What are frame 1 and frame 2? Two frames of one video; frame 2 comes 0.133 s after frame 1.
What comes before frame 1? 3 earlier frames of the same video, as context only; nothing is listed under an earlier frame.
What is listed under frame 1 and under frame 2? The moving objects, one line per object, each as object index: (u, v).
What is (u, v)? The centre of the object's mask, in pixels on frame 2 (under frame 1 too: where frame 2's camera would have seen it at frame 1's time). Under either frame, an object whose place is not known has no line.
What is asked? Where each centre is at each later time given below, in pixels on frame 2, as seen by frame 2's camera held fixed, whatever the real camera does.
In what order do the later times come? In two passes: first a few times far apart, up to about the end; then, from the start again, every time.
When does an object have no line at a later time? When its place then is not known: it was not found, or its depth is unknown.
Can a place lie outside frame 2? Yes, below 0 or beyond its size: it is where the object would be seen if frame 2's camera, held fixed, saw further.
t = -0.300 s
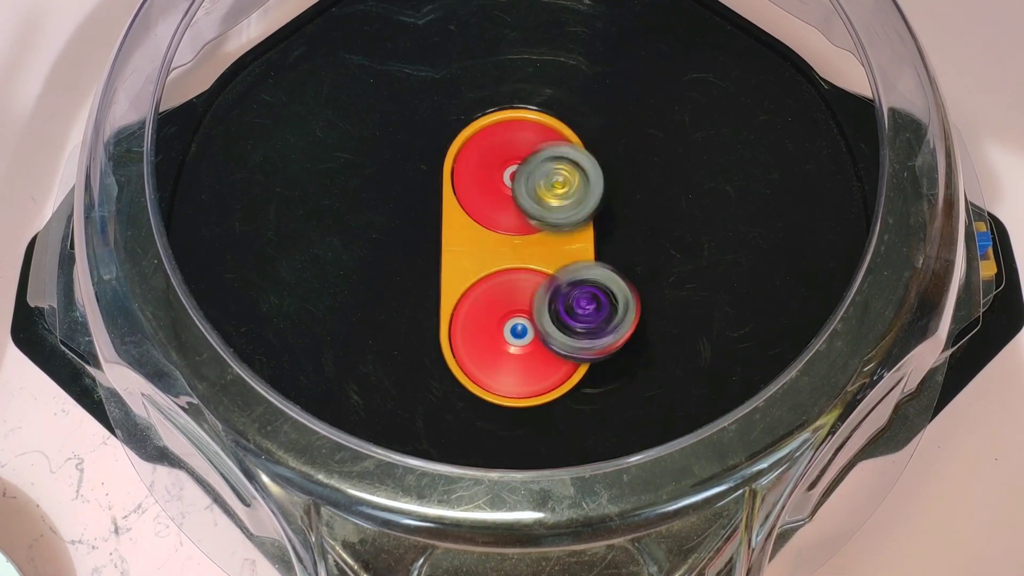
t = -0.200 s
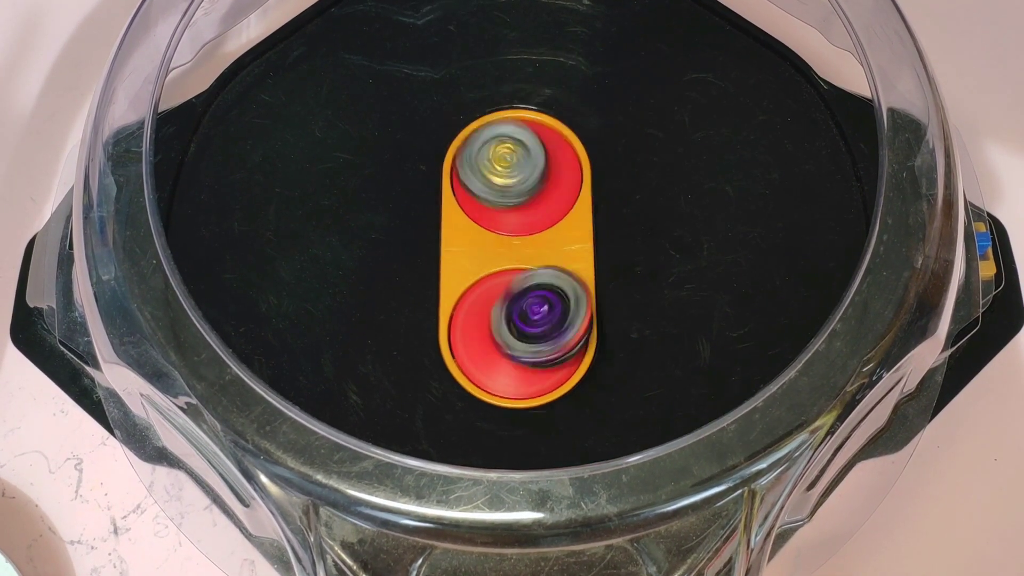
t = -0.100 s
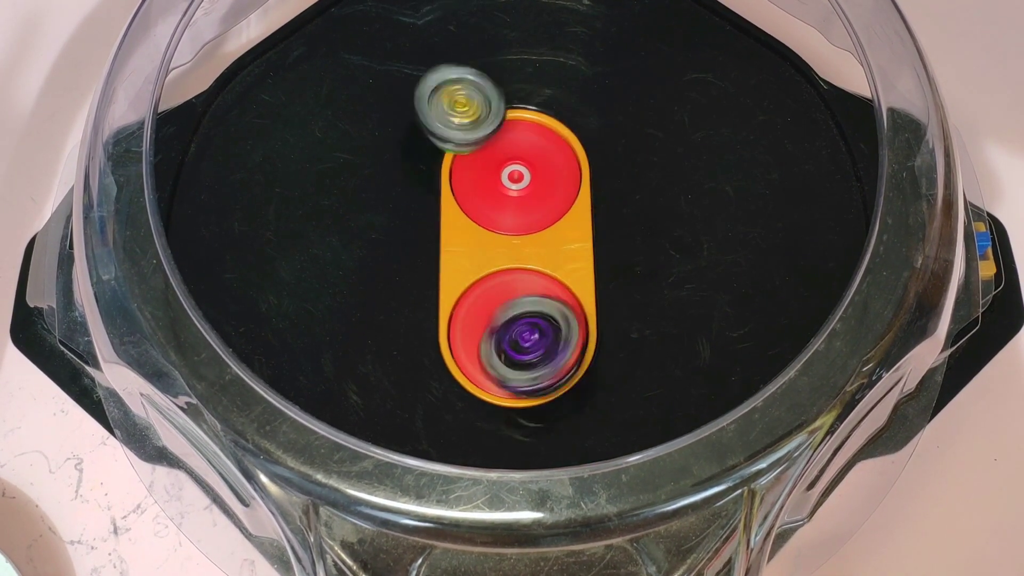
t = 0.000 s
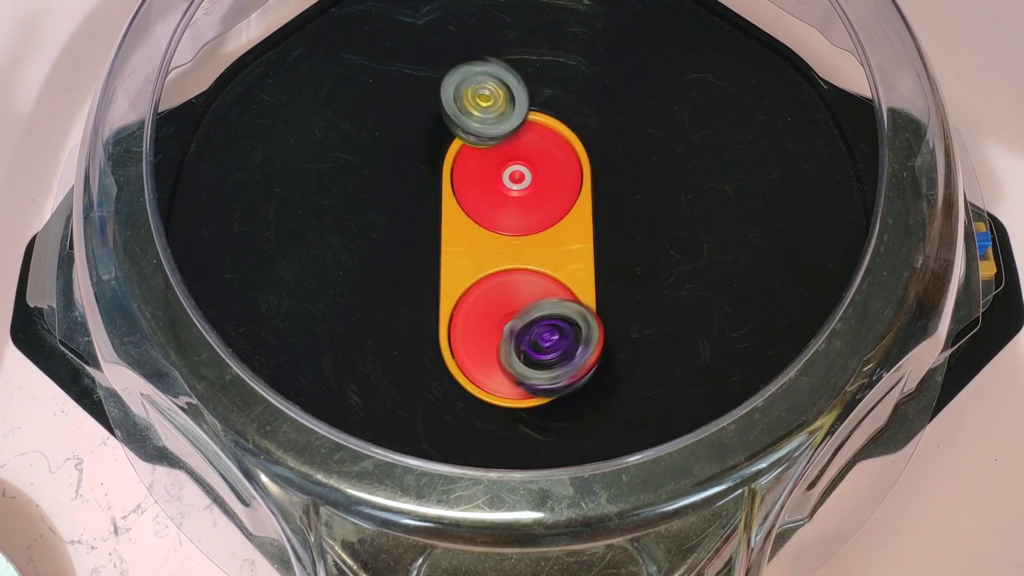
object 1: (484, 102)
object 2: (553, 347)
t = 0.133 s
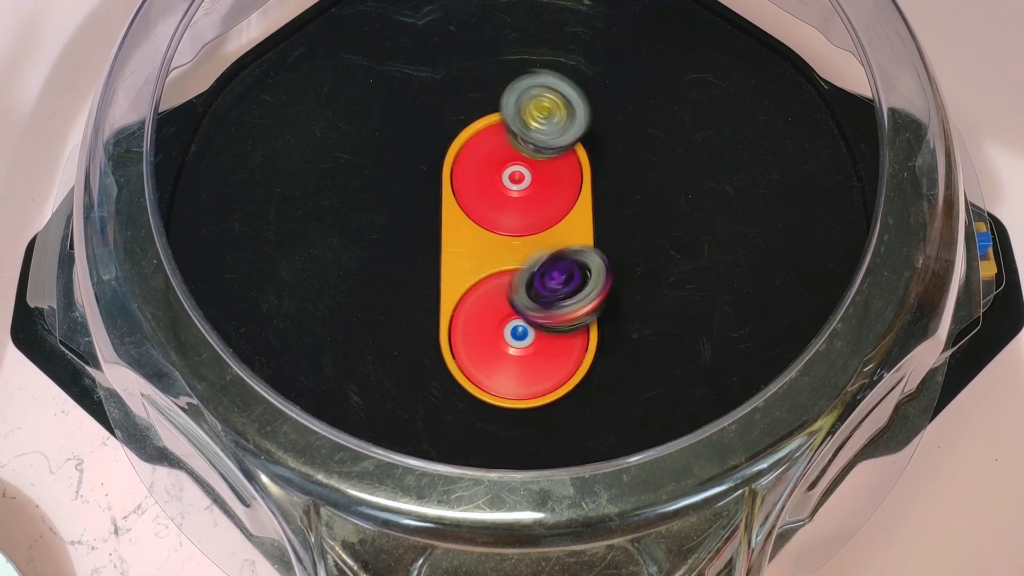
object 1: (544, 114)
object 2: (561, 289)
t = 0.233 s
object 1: (574, 123)
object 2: (510, 253)
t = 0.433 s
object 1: (548, 180)
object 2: (410, 318)
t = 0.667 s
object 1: (501, 217)
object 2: (404, 426)
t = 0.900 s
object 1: (479, 150)
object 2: (481, 435)
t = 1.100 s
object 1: (523, 105)
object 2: (517, 406)
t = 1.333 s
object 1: (556, 184)
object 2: (574, 273)
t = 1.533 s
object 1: (471, 108)
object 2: (478, 273)
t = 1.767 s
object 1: (539, 122)
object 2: (555, 363)
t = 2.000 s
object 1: (551, 154)
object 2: (556, 268)
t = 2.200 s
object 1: (493, 192)
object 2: (452, 356)
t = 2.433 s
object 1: (497, 104)
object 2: (485, 391)
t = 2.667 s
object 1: (571, 161)
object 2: (553, 338)
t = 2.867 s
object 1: (470, 202)
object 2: (586, 261)
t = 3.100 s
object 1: (474, 117)
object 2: (577, 242)
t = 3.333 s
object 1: (577, 146)
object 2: (571, 234)
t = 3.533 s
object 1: (554, 132)
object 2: (508, 314)
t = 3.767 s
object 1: (549, 187)
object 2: (550, 345)
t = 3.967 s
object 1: (467, 151)
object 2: (537, 266)
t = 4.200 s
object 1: (558, 97)
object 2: (490, 346)
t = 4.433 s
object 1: (556, 117)
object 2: (566, 303)
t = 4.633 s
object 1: (547, 179)
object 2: (478, 276)
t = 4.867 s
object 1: (509, 233)
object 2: (516, 366)
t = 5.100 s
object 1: (500, 199)
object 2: (556, 281)
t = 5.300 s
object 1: (470, 85)
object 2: (476, 265)
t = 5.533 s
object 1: (511, 89)
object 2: (483, 313)
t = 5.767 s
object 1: (568, 151)
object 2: (515, 365)
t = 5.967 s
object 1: (554, 203)
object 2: (555, 349)
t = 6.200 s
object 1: (488, 202)
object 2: (545, 276)
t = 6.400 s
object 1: (466, 167)
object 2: (484, 289)
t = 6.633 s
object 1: (522, 104)
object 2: (516, 365)
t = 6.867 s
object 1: (558, 186)
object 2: (545, 275)
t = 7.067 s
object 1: (479, 196)
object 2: (467, 307)
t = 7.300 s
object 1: (505, 107)
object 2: (538, 368)
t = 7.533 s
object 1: (569, 161)
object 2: (550, 260)
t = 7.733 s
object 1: (515, 221)
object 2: (469, 307)
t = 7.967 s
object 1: (489, 217)
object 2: (559, 345)
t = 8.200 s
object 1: (482, 166)
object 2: (480, 254)
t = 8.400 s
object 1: (462, 107)
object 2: (482, 229)
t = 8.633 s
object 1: (569, 128)
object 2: (509, 218)
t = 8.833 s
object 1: (563, 161)
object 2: (486, 213)
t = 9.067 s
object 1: (553, 191)
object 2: (468, 231)
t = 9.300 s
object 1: (486, 205)
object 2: (494, 306)
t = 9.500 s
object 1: (477, 130)
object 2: (501, 356)
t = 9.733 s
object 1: (547, 126)
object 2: (567, 318)
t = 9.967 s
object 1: (550, 128)
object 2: (546, 281)
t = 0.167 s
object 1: (560, 117)
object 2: (551, 268)
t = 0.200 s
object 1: (570, 120)
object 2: (533, 256)
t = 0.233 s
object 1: (574, 123)
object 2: (510, 253)
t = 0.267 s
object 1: (570, 128)
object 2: (485, 254)
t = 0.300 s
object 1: (562, 133)
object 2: (465, 259)
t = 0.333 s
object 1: (554, 139)
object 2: (447, 272)
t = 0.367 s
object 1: (550, 149)
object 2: (433, 285)
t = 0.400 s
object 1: (549, 163)
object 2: (420, 301)
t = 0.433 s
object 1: (548, 180)
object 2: (410, 318)
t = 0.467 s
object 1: (542, 199)
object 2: (398, 337)
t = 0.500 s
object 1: (532, 215)
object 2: (391, 357)
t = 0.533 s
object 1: (521, 218)
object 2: (383, 379)
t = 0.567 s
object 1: (512, 221)
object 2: (381, 396)
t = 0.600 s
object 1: (506, 221)
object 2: (386, 407)
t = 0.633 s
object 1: (502, 220)
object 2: (394, 418)
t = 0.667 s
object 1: (501, 217)
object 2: (404, 426)
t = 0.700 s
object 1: (502, 214)
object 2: (418, 434)
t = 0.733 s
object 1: (505, 209)
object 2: (432, 439)
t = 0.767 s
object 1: (507, 200)
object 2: (445, 441)
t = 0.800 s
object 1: (506, 190)
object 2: (457, 441)
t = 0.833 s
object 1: (502, 179)
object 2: (465, 440)
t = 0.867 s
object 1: (492, 166)
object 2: (473, 438)
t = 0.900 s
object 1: (479, 150)
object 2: (481, 435)
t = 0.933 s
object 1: (467, 132)
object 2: (487, 432)
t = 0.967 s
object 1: (465, 114)
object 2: (492, 428)
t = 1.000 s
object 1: (473, 109)
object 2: (498, 424)
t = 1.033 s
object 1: (485, 112)
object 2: (503, 419)
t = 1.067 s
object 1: (502, 109)
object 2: (510, 413)
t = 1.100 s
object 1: (523, 105)
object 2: (517, 406)
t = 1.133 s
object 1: (542, 105)
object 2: (523, 396)
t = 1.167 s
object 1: (558, 113)
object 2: (534, 384)
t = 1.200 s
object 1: (564, 129)
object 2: (546, 364)
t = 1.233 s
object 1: (572, 147)
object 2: (564, 341)
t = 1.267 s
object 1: (578, 166)
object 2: (581, 318)
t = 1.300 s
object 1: (571, 180)
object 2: (581, 290)
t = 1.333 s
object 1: (556, 184)
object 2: (574, 273)
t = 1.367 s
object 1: (538, 174)
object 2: (570, 272)
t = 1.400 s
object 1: (518, 164)
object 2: (559, 273)
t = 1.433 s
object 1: (498, 153)
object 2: (545, 278)
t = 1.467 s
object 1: (484, 141)
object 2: (529, 276)
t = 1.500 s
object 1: (474, 124)
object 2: (506, 273)
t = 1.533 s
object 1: (471, 108)
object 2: (478, 273)
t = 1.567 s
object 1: (471, 102)
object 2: (460, 280)
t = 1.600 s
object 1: (476, 103)
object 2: (450, 293)
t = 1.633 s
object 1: (485, 110)
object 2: (452, 318)
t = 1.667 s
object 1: (494, 116)
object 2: (466, 341)
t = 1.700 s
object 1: (504, 119)
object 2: (489, 361)
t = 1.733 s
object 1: (517, 120)
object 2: (523, 368)
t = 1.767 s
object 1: (539, 122)
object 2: (555, 363)
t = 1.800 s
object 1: (563, 124)
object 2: (576, 347)
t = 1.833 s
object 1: (578, 125)
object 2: (587, 329)
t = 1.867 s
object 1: (583, 129)
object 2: (590, 312)
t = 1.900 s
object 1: (582, 134)
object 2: (589, 298)
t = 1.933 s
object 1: (570, 140)
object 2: (582, 286)
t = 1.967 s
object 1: (558, 145)
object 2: (572, 278)
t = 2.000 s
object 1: (551, 154)
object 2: (556, 268)
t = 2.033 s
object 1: (544, 167)
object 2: (533, 261)
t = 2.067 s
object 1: (539, 175)
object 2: (499, 265)
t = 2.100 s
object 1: (533, 181)
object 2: (464, 279)
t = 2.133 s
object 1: (526, 186)
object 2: (453, 307)
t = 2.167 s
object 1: (511, 190)
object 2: (446, 334)
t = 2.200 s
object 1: (493, 192)
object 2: (452, 356)
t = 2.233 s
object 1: (476, 189)
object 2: (460, 374)
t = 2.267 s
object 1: (467, 178)
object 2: (466, 385)
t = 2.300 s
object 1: (466, 171)
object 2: (473, 392)
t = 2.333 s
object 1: (468, 155)
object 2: (476, 394)
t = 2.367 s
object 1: (471, 135)
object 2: (480, 396)
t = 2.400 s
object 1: (479, 114)
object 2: (481, 394)
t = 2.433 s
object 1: (497, 104)
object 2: (485, 391)
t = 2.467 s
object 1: (515, 105)
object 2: (485, 388)
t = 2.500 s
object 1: (541, 110)
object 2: (490, 385)
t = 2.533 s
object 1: (560, 119)
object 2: (494, 382)
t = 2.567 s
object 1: (574, 132)
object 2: (502, 374)
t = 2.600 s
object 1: (578, 144)
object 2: (513, 364)
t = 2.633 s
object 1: (577, 152)
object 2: (531, 353)
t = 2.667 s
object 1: (571, 161)
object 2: (553, 338)
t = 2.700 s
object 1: (561, 171)
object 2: (574, 319)
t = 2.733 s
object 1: (552, 184)
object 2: (585, 298)
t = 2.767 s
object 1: (539, 201)
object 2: (589, 280)
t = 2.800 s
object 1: (518, 203)
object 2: (588, 270)
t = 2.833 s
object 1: (493, 206)
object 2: (589, 265)
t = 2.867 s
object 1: (470, 202)
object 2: (586, 261)
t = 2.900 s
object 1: (457, 192)
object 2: (584, 256)
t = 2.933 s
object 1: (452, 180)
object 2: (580, 253)
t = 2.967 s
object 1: (456, 170)
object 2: (578, 250)
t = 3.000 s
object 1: (462, 161)
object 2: (579, 249)
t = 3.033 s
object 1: (465, 150)
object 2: (579, 247)
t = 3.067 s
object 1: (468, 136)
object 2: (578, 243)
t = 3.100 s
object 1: (474, 117)
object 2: (577, 242)
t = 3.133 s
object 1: (485, 104)
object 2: (575, 240)
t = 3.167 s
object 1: (501, 101)
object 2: (576, 239)
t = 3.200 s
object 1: (521, 101)
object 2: (575, 236)
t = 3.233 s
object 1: (542, 104)
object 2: (574, 233)
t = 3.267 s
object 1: (558, 116)
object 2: (573, 233)
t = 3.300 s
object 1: (572, 131)
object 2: (571, 231)
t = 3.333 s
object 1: (577, 146)
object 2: (571, 234)
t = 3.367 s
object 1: (576, 150)
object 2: (562, 246)
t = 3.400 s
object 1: (574, 144)
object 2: (554, 262)
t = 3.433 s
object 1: (568, 137)
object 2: (543, 283)
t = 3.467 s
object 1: (561, 133)
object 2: (532, 296)
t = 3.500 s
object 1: (556, 131)
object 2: (518, 304)
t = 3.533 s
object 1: (554, 132)
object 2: (508, 314)
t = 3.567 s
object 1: (554, 134)
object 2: (512, 326)
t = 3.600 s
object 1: (558, 138)
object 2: (521, 338)
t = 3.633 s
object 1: (563, 144)
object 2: (535, 351)
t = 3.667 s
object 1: (569, 154)
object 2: (545, 359)
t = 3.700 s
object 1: (569, 164)
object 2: (552, 356)
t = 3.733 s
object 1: (561, 176)
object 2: (553, 352)
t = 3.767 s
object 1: (549, 187)
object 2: (550, 345)
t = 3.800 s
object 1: (530, 198)
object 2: (553, 333)
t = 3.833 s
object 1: (509, 205)
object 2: (557, 320)
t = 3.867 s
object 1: (493, 198)
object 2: (559, 303)
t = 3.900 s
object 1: (486, 187)
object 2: (559, 285)
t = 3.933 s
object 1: (475, 169)
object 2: (552, 272)
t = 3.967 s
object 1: (467, 151)
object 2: (537, 266)
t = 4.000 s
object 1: (467, 133)
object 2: (520, 265)
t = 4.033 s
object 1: (480, 123)
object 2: (505, 268)
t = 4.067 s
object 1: (497, 110)
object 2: (491, 278)
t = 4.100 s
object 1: (514, 99)
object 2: (489, 296)
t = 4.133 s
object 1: (532, 94)
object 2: (484, 315)
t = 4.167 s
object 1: (546, 94)
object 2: (482, 334)
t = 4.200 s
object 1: (558, 97)
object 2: (490, 346)
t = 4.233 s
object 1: (566, 103)
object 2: (502, 355)
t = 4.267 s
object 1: (570, 108)
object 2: (517, 352)
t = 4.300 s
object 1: (569, 114)
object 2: (532, 344)
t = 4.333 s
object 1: (565, 117)
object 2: (546, 335)
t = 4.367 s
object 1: (562, 118)
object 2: (554, 326)
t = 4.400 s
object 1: (559, 117)
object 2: (565, 315)
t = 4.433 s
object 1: (556, 117)
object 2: (566, 303)
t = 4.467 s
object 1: (548, 126)
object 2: (559, 292)
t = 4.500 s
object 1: (545, 133)
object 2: (549, 279)
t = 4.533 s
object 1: (540, 140)
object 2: (533, 271)
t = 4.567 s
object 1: (543, 151)
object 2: (512, 268)
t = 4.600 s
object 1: (545, 163)
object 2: (492, 269)
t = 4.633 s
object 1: (547, 179)
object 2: (478, 276)
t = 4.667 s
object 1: (543, 197)
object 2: (469, 288)
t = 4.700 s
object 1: (540, 218)
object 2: (463, 300)
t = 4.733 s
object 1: (528, 221)
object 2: (461, 318)
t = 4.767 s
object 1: (524, 227)
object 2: (464, 337)
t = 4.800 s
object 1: (516, 229)
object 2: (475, 353)
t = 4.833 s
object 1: (511, 231)
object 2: (493, 363)
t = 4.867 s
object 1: (509, 233)
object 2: (516, 366)
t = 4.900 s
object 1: (511, 231)
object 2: (536, 360)
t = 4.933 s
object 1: (514, 228)
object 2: (554, 349)
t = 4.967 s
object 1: (513, 226)
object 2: (570, 332)
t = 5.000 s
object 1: (512, 225)
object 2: (575, 315)
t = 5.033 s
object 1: (512, 225)
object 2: (571, 299)
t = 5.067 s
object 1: (506, 214)
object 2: (565, 289)
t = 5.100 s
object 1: (500, 199)
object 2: (556, 281)
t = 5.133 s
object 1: (488, 181)
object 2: (544, 270)
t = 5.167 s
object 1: (481, 163)
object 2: (528, 261)
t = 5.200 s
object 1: (465, 136)
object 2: (509, 255)
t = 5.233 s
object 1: (463, 116)
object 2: (492, 255)
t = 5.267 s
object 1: (470, 100)
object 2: (482, 260)
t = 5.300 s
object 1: (470, 85)
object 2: (476, 265)
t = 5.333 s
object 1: (480, 84)
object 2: (476, 271)
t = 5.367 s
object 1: (486, 78)
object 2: (479, 276)
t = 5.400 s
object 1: (491, 80)
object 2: (482, 281)
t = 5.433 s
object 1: (498, 81)
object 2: (485, 287)
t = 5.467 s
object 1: (500, 81)
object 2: (487, 295)
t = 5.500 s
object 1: (505, 84)
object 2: (485, 303)
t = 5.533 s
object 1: (511, 89)
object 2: (483, 313)
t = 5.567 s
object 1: (513, 95)
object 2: (478, 325)
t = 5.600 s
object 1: (518, 104)
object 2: (475, 335)
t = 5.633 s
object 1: (521, 111)
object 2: (480, 342)
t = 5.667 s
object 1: (529, 123)
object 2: (485, 352)
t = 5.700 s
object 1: (539, 130)
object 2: (492, 356)
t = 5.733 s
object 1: (556, 141)
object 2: (503, 360)
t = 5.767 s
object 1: (568, 151)
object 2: (515, 365)
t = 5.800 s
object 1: (578, 165)
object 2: (523, 365)
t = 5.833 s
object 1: (572, 177)
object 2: (529, 363)
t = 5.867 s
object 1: (570, 184)
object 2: (535, 359)
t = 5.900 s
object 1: (564, 193)
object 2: (543, 358)
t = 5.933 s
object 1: (560, 196)
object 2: (548, 354)
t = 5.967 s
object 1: (554, 203)
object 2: (555, 349)
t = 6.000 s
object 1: (544, 205)
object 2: (561, 342)
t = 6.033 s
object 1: (539, 208)
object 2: (564, 332)
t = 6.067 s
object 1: (527, 210)
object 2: (565, 321)
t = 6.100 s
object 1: (519, 208)
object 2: (567, 308)
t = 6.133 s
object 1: (509, 208)
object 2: (564, 297)
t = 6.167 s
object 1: (495, 206)
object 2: (556, 286)
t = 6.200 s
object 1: (488, 202)
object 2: (545, 276)
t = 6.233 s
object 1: (481, 200)
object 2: (532, 268)
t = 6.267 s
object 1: (471, 193)
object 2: (517, 264)
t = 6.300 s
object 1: (468, 186)
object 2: (505, 266)
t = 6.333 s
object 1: (467, 181)
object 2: (494, 271)
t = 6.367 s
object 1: (465, 176)
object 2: (488, 279)
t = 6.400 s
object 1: (466, 167)
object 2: (484, 289)
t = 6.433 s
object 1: (468, 158)
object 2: (479, 299)
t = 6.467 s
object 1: (474, 148)
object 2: (474, 313)
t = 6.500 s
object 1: (479, 141)
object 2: (472, 328)
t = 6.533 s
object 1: (481, 128)
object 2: (478, 339)
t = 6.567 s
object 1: (488, 117)
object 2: (486, 350)
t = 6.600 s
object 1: (504, 108)
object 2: (498, 360)
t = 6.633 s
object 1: (522, 104)
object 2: (516, 365)
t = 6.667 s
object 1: (539, 106)
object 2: (538, 366)
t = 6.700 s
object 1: (554, 113)
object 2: (555, 357)
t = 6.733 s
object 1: (564, 123)
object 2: (567, 344)
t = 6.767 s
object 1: (569, 135)
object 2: (571, 327)
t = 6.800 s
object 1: (569, 152)
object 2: (567, 309)
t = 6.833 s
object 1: (565, 170)
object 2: (558, 292)
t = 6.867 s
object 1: (558, 186)
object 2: (545, 275)
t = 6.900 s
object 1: (548, 191)
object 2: (523, 271)
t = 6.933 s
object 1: (537, 196)
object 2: (499, 270)
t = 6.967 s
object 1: (521, 202)
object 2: (481, 275)
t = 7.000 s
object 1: (503, 207)
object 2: (471, 286)
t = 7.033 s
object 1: (490, 204)
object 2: (469, 297)
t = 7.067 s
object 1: (479, 196)
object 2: (467, 307)
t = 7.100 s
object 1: (472, 187)
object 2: (468, 318)
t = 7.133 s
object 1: (471, 176)
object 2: (475, 329)
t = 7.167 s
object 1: (471, 163)
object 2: (480, 343)
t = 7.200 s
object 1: (473, 147)
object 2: (489, 360)
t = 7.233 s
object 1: (479, 132)
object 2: (503, 370)
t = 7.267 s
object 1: (492, 116)
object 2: (519, 372)
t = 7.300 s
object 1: (505, 107)
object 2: (538, 368)
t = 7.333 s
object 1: (517, 106)
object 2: (559, 360)
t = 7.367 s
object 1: (524, 111)
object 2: (575, 345)
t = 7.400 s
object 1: (532, 117)
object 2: (584, 327)
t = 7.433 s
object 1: (541, 124)
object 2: (582, 309)
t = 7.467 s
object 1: (552, 130)
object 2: (574, 291)
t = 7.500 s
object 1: (564, 144)
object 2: (564, 273)
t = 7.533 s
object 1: (569, 161)
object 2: (550, 260)
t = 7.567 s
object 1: (567, 176)
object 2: (535, 254)
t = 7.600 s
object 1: (567, 185)
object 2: (521, 258)
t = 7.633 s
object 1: (561, 196)
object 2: (504, 264)
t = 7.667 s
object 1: (551, 206)
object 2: (487, 275)
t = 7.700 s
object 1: (534, 215)
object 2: (474, 290)
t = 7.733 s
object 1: (515, 221)
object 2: (469, 307)
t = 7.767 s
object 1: (499, 222)
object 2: (466, 327)
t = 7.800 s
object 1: (490, 223)
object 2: (471, 346)
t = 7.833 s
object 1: (486, 222)
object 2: (483, 363)
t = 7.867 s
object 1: (485, 221)
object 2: (501, 372)
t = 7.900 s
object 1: (485, 220)
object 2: (518, 369)
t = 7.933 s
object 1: (486, 218)
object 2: (541, 361)
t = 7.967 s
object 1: (489, 217)
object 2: (559, 345)
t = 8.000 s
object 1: (492, 215)
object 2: (573, 325)
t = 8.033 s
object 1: (496, 213)
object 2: (573, 307)
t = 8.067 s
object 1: (499, 208)
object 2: (568, 285)
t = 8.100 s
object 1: (499, 200)
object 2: (555, 270)
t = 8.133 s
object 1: (497, 191)
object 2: (535, 266)
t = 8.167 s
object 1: (492, 179)
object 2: (508, 263)
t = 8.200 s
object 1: (482, 166)
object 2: (480, 254)
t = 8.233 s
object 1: (466, 150)
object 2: (466, 244)
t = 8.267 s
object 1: (456, 132)
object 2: (466, 238)
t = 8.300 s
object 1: (452, 119)
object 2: (471, 234)
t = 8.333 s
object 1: (452, 111)
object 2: (476, 231)
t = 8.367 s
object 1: (456, 108)
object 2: (480, 229)
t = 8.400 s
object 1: (462, 107)
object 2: (482, 229)
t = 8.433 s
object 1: (470, 109)
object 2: (483, 228)
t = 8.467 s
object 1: (479, 111)
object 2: (486, 227)
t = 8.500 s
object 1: (493, 118)
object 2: (488, 226)
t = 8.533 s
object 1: (510, 120)
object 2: (492, 226)
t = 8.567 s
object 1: (530, 121)
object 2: (496, 224)
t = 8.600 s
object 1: (553, 124)
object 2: (502, 222)
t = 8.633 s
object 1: (569, 128)
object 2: (509, 218)
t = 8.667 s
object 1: (573, 136)
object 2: (514, 210)
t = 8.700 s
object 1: (571, 140)
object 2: (513, 212)
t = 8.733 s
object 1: (568, 145)
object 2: (508, 213)
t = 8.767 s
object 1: (564, 153)
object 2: (501, 213)
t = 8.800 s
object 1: (563, 158)
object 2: (492, 212)
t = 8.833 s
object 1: (563, 161)
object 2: (486, 213)
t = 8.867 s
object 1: (565, 167)
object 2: (484, 214)
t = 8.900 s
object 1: (567, 170)
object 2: (483, 214)
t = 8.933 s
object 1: (568, 177)
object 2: (481, 214)
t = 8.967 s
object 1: (565, 189)
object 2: (479, 217)
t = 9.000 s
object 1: (562, 194)
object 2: (479, 218)
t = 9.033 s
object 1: (558, 193)
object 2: (473, 223)
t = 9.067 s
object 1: (553, 191)
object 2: (468, 231)
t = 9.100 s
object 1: (548, 191)
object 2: (468, 240)
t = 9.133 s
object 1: (544, 192)
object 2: (471, 249)
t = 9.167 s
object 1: (537, 196)
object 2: (476, 259)
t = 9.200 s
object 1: (523, 200)
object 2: (482, 270)
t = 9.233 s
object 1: (510, 205)
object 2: (488, 284)
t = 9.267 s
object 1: (497, 208)
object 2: (494, 296)
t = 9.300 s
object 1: (486, 205)
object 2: (494, 306)
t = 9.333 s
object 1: (475, 196)
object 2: (490, 319)
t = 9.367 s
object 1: (467, 184)
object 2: (483, 336)
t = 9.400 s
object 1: (464, 173)
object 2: (478, 349)
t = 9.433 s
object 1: (465, 160)
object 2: (483, 354)
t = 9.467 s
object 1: (470, 145)
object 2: (491, 355)
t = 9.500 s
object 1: (477, 130)
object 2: (501, 356)
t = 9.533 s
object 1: (487, 118)
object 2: (514, 361)
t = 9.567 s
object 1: (501, 115)
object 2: (530, 366)
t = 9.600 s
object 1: (514, 117)
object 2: (541, 363)
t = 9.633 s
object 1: (525, 118)
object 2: (550, 355)
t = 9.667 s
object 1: (537, 119)
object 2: (559, 344)
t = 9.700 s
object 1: (544, 123)
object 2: (565, 332)
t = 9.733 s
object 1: (547, 126)
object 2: (567, 318)
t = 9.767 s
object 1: (549, 128)
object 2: (566, 308)
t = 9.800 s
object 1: (550, 128)
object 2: (562, 300)
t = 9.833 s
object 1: (550, 128)
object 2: (558, 293)
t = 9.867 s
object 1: (550, 128)
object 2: (554, 289)
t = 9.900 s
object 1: (550, 128)
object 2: (551, 286)
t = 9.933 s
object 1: (550, 128)
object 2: (549, 283)
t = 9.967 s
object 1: (550, 128)
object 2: (546, 281)
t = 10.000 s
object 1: (550, 128)
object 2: (545, 280)
